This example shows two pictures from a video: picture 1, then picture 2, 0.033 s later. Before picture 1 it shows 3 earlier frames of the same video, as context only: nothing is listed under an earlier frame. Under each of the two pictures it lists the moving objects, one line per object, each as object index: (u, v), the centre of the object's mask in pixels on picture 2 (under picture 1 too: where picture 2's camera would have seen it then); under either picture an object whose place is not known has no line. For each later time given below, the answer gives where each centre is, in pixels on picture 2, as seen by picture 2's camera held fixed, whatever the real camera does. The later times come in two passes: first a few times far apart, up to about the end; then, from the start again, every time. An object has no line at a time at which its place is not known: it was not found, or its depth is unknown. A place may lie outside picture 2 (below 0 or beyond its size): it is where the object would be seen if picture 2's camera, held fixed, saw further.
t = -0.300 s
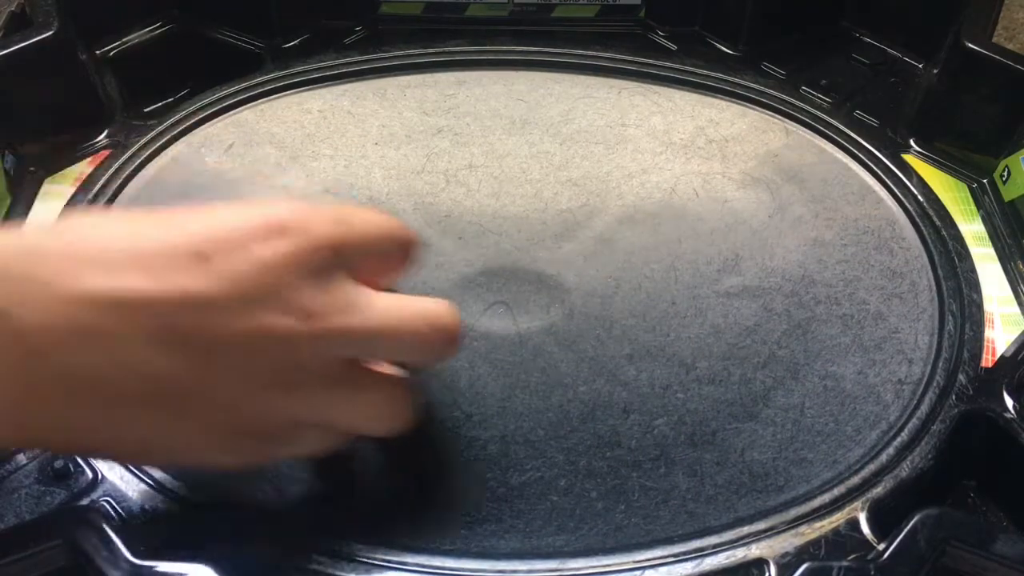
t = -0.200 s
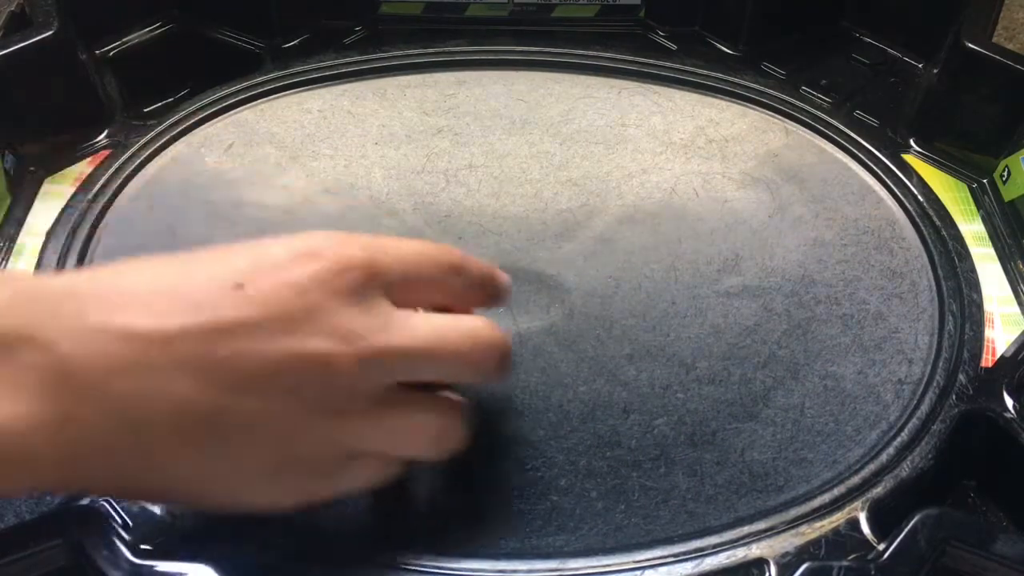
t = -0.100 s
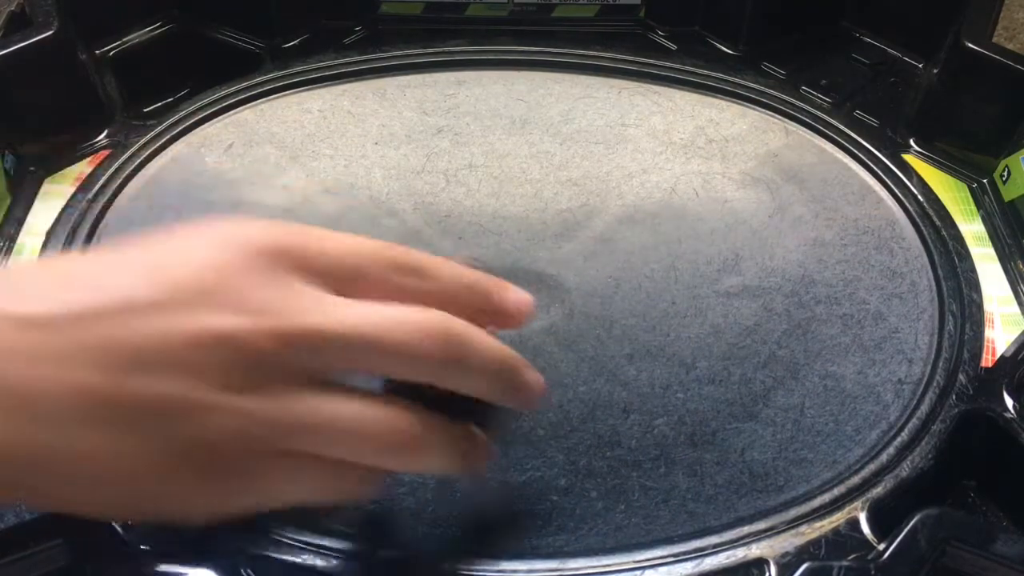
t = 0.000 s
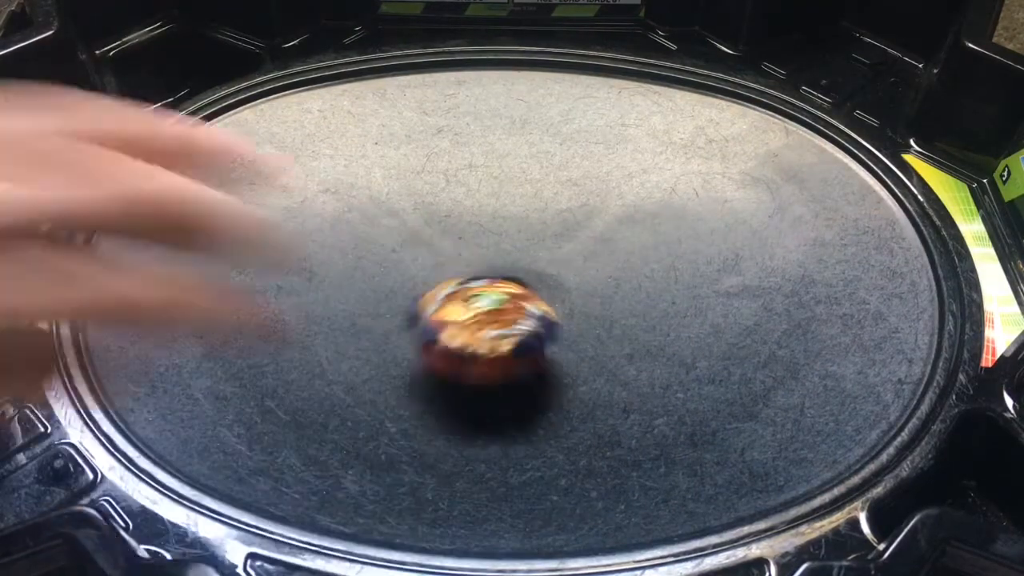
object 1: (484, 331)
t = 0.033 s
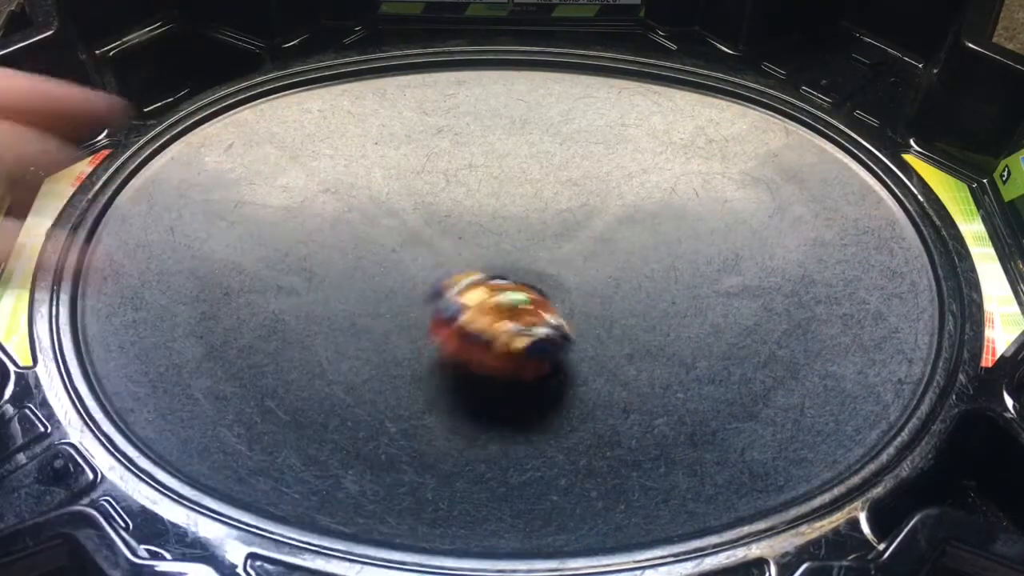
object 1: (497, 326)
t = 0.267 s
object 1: (527, 297)
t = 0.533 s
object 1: (507, 285)
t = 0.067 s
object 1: (513, 320)
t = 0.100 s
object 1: (523, 316)
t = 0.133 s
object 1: (529, 310)
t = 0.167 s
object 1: (531, 307)
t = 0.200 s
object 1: (530, 304)
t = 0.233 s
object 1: (529, 300)
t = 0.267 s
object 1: (527, 297)
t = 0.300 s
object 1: (525, 294)
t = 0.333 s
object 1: (522, 292)
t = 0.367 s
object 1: (519, 289)
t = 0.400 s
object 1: (516, 288)
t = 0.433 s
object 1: (513, 287)
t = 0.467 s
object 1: (511, 286)
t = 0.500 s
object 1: (509, 285)
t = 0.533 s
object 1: (507, 285)
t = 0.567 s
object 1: (506, 284)
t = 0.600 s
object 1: (506, 284)
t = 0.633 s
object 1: (507, 284)
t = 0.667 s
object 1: (509, 284)
